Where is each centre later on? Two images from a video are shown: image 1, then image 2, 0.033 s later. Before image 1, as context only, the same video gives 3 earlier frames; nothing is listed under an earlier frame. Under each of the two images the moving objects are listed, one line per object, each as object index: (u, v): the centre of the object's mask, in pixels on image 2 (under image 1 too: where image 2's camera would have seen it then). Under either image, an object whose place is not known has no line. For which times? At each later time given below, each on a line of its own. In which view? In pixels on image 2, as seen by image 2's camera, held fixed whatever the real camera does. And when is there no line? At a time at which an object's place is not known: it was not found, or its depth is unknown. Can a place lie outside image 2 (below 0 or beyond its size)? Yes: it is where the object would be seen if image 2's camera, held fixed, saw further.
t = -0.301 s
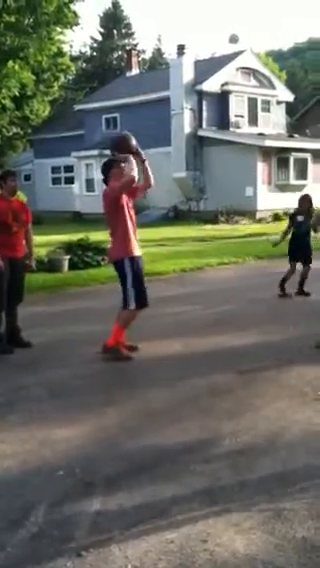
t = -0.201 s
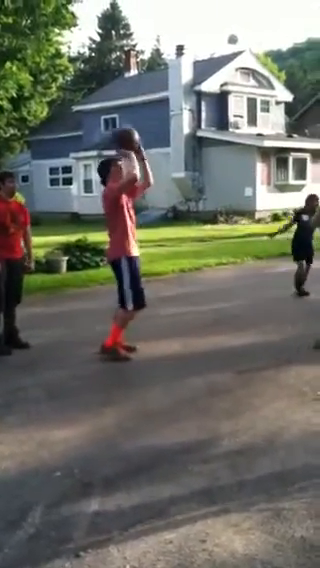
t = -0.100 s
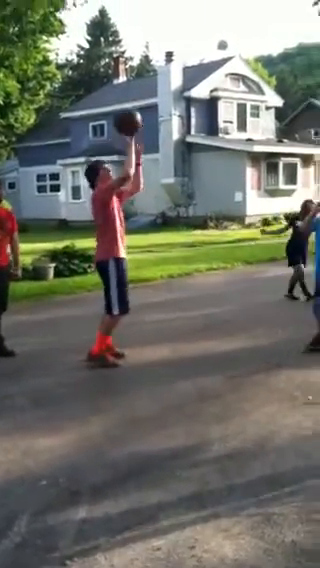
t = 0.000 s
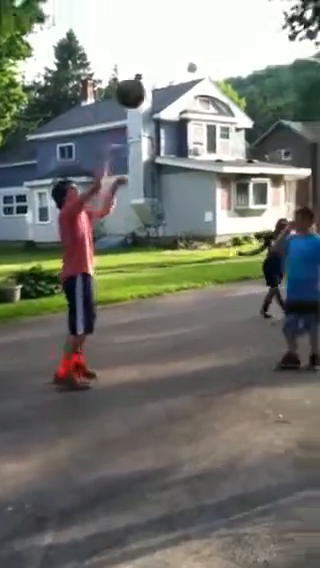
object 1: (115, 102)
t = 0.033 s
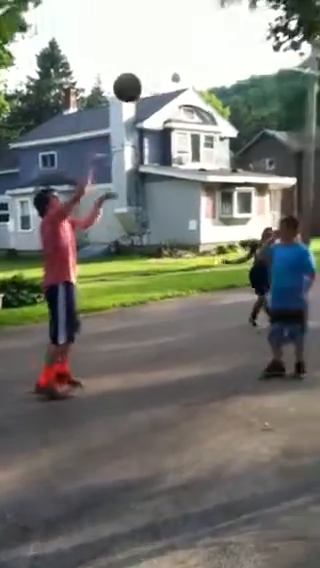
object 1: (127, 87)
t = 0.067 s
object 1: (140, 72)
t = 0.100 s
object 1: (154, 60)
